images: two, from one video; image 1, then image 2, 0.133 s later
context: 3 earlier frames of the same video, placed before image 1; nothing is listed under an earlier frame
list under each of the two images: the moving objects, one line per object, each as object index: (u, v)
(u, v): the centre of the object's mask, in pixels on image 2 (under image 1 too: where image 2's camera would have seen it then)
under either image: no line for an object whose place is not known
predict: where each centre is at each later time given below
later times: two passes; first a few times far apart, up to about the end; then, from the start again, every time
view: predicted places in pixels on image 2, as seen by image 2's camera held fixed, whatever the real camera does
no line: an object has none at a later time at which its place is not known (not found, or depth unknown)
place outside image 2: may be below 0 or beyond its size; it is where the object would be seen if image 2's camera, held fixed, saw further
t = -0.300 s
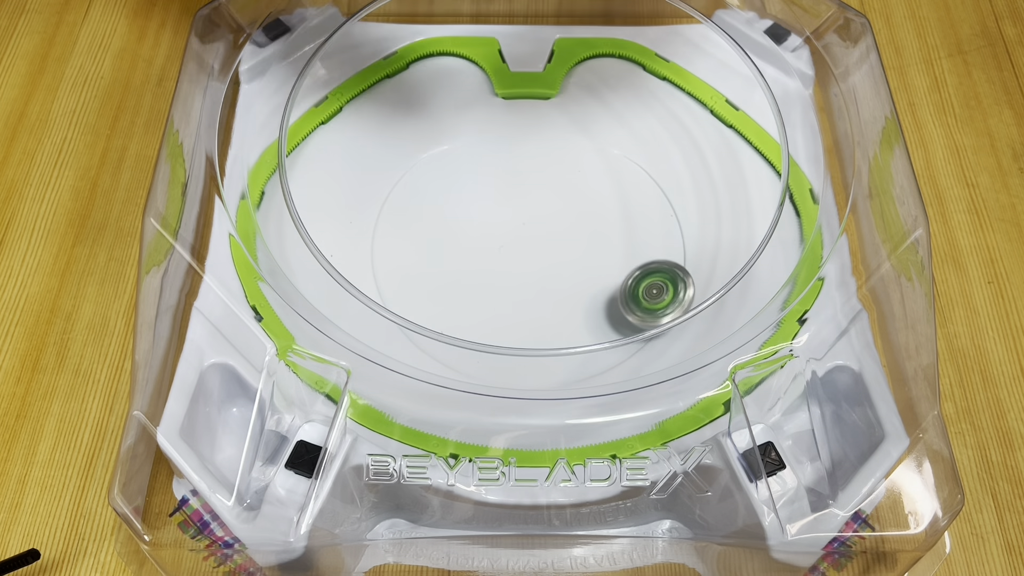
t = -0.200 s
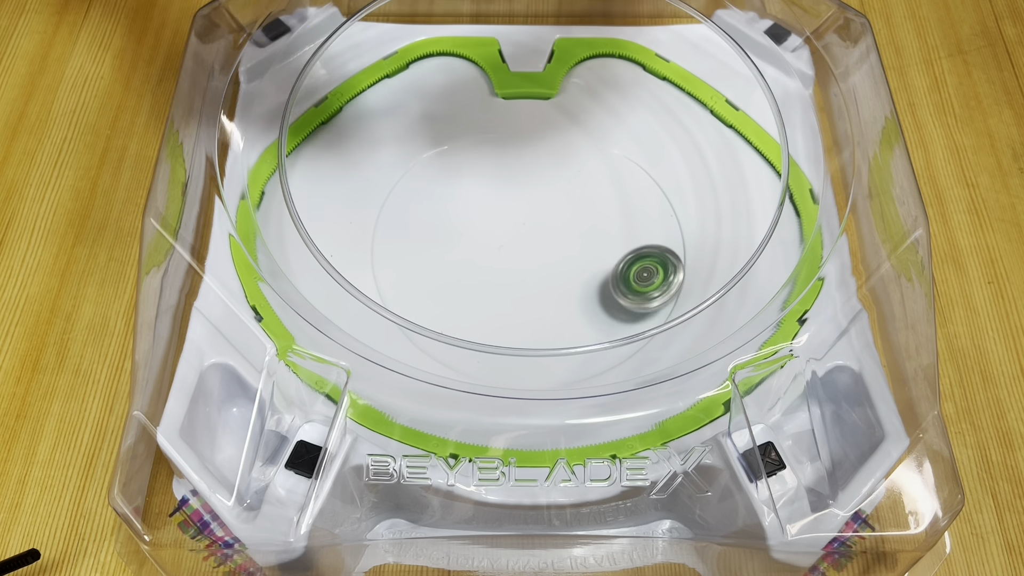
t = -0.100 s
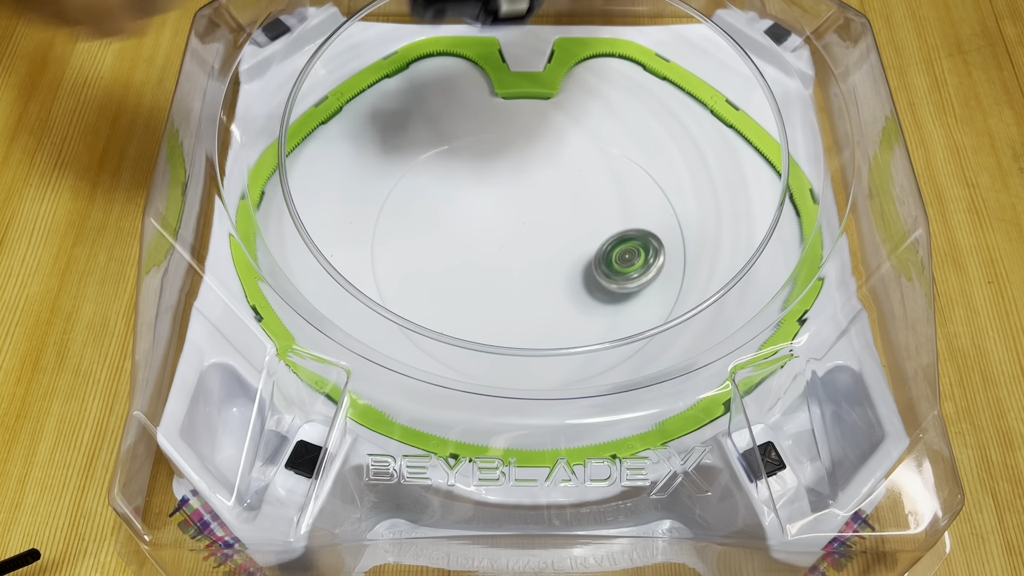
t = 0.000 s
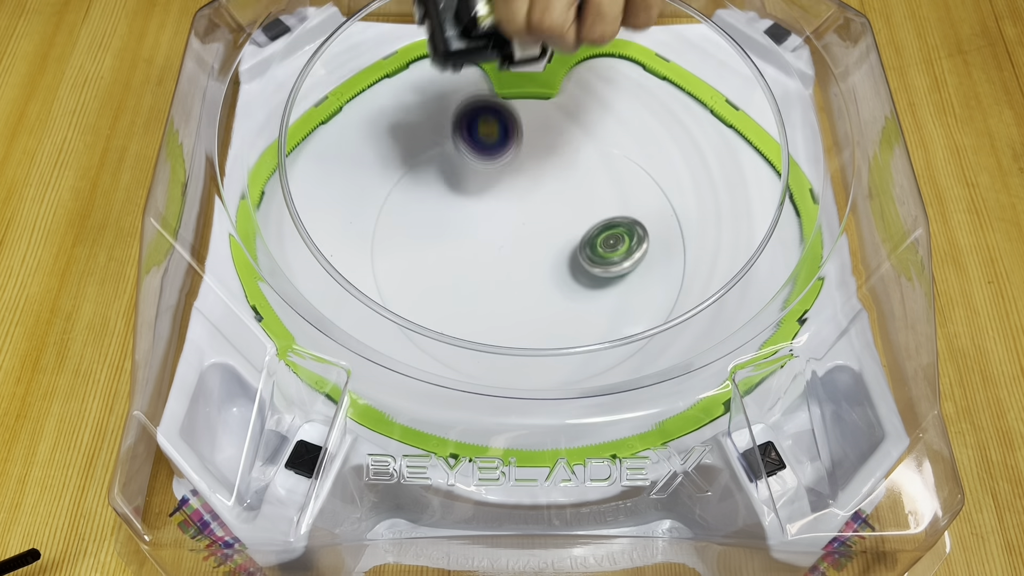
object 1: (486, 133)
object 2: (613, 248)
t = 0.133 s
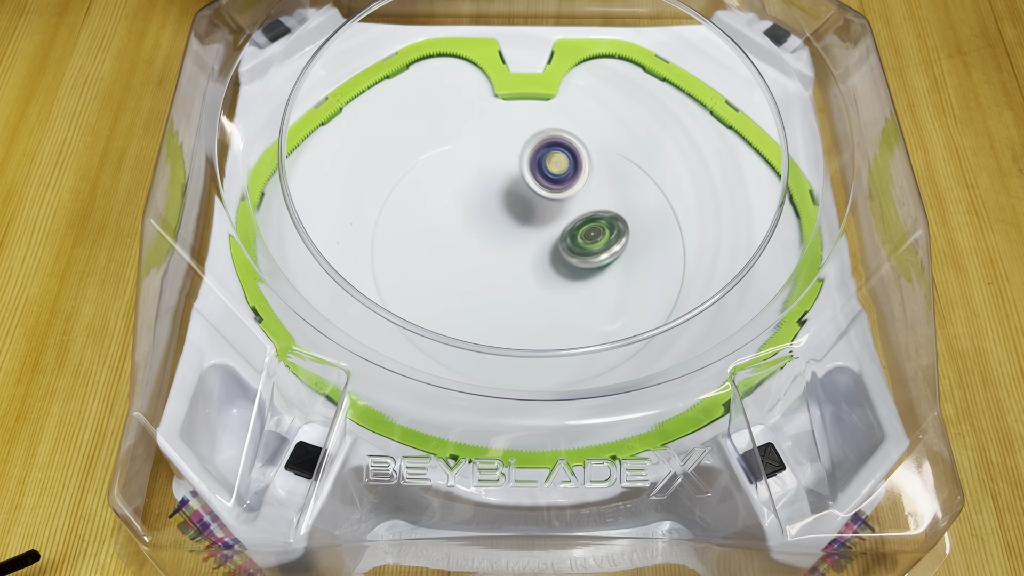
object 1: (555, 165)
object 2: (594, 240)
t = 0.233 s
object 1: (589, 127)
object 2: (581, 299)
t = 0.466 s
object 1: (636, 91)
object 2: (526, 402)
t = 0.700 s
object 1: (641, 192)
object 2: (496, 378)
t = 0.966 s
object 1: (526, 298)
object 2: (467, 352)
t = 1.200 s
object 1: (529, 275)
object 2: (408, 336)
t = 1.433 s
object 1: (635, 191)
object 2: (349, 307)
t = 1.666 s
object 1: (729, 123)
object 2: (283, 250)
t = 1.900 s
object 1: (718, 165)
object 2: (289, 192)
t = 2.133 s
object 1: (779, 229)
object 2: (316, 141)
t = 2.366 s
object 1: (716, 246)
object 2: (349, 114)
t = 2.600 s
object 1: (751, 257)
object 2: (394, 64)
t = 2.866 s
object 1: (761, 252)
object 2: (448, 67)
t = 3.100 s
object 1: (726, 252)
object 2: (480, 80)
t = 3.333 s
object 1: (625, 245)
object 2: (472, 91)
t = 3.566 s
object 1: (501, 299)
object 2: (518, 136)
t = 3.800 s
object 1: (500, 381)
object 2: (571, 234)
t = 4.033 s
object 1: (629, 375)
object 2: (639, 268)
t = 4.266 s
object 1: (629, 263)
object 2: (571, 170)
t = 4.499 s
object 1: (655, 236)
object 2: (401, 332)
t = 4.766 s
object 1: (487, 203)
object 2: (450, 335)
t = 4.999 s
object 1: (428, 114)
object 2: (540, 308)
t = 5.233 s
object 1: (338, 189)
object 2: (573, 268)
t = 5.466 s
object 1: (466, 402)
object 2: (515, 243)
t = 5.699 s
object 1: (786, 230)
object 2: (471, 246)
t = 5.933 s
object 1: (511, 179)
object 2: (473, 250)
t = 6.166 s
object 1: (578, 229)
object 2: (439, 345)
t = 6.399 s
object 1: (566, 182)
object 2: (587, 260)
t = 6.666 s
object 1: (541, 119)
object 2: (543, 186)
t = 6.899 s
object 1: (555, 151)
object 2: (473, 178)
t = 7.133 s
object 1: (587, 199)
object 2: (475, 220)
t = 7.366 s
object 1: (647, 166)
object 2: (539, 223)
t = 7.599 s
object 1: (639, 187)
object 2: (547, 200)
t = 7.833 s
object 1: (620, 224)
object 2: (543, 224)
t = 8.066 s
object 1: (670, 253)
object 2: (524, 247)
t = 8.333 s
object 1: (637, 261)
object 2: (526, 261)
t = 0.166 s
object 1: (573, 184)
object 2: (589, 243)
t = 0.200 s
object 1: (582, 152)
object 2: (586, 266)
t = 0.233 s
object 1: (589, 127)
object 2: (581, 299)
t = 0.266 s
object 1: (595, 114)
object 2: (575, 337)
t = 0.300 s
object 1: (602, 82)
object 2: (567, 350)
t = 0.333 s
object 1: (608, 58)
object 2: (558, 366)
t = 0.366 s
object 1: (613, 43)
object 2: (547, 385)
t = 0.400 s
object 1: (623, 49)
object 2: (541, 390)
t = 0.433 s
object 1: (630, 67)
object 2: (533, 401)
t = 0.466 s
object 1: (636, 91)
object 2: (526, 402)
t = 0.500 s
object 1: (642, 98)
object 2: (520, 402)
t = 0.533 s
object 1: (647, 115)
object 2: (515, 400)
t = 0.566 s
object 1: (650, 130)
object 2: (510, 399)
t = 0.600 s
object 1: (654, 138)
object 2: (505, 389)
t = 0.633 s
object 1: (655, 157)
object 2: (501, 388)
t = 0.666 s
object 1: (649, 172)
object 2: (499, 382)
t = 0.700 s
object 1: (641, 192)
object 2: (496, 378)
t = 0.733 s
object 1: (630, 206)
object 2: (495, 371)
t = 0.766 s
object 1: (618, 224)
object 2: (491, 370)
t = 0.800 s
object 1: (603, 242)
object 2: (488, 370)
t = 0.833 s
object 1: (588, 256)
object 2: (485, 369)
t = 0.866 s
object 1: (572, 269)
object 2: (481, 362)
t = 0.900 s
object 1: (556, 281)
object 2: (477, 359)
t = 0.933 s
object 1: (540, 290)
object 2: (472, 355)
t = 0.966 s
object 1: (526, 298)
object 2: (467, 352)
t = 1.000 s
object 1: (514, 303)
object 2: (461, 349)
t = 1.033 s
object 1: (506, 305)
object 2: (454, 347)
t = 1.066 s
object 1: (502, 305)
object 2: (449, 337)
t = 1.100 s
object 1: (502, 302)
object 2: (437, 341)
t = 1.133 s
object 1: (509, 293)
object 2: (426, 340)
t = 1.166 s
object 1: (518, 285)
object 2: (416, 339)
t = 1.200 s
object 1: (529, 275)
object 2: (408, 336)
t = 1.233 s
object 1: (542, 263)
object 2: (400, 333)
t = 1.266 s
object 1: (555, 251)
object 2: (392, 330)
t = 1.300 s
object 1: (570, 240)
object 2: (384, 327)
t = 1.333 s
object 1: (585, 227)
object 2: (375, 322)
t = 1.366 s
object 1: (601, 214)
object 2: (367, 318)
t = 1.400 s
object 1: (618, 203)
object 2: (358, 313)
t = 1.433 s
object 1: (635, 191)
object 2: (349, 307)
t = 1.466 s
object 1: (652, 179)
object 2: (339, 299)
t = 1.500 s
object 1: (665, 164)
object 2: (330, 291)
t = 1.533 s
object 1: (674, 156)
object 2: (322, 283)
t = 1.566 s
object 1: (687, 146)
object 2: (309, 277)
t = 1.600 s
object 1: (698, 139)
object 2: (297, 269)
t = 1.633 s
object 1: (713, 131)
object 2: (289, 260)
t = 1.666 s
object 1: (729, 123)
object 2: (283, 250)
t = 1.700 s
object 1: (735, 121)
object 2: (277, 240)
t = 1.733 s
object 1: (726, 126)
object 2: (278, 225)
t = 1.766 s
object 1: (719, 132)
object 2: (273, 212)
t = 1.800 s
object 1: (714, 139)
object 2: (262, 201)
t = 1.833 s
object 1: (713, 146)
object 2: (272, 194)
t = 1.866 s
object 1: (713, 156)
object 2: (281, 194)
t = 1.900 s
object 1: (718, 165)
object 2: (289, 192)
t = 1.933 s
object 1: (726, 177)
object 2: (296, 188)
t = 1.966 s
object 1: (737, 188)
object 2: (301, 183)
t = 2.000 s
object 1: (750, 201)
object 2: (311, 176)
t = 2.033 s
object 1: (770, 213)
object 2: (312, 169)
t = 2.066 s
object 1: (790, 226)
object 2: (309, 160)
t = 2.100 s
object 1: (795, 226)
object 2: (315, 151)
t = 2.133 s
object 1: (779, 229)
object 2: (316, 141)
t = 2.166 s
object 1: (766, 236)
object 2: (319, 131)
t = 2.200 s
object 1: (756, 236)
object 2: (321, 121)
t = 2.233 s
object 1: (744, 239)
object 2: (325, 117)
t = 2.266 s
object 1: (735, 241)
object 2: (332, 118)
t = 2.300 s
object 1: (726, 243)
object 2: (338, 119)
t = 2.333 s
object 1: (719, 246)
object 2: (343, 117)
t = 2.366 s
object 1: (716, 246)
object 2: (349, 114)
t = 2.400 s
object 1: (714, 247)
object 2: (354, 110)
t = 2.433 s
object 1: (715, 248)
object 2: (359, 105)
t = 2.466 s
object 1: (716, 251)
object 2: (363, 98)
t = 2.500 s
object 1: (721, 252)
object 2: (369, 90)
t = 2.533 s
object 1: (729, 252)
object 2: (376, 81)
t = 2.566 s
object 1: (739, 253)
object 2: (385, 72)
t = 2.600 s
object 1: (751, 257)
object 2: (394, 64)
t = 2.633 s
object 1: (763, 261)
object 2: (404, 58)
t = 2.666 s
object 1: (781, 268)
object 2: (415, 55)
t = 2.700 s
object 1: (786, 265)
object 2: (424, 51)
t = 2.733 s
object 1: (775, 260)
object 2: (433, 47)
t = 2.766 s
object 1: (768, 254)
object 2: (440, 44)
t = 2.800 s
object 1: (764, 251)
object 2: (443, 53)
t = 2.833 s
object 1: (762, 250)
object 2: (445, 61)
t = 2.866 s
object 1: (761, 252)
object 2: (448, 67)
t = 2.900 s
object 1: (761, 256)
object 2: (450, 72)
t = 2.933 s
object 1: (764, 265)
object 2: (454, 75)
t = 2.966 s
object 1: (771, 279)
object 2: (458, 77)
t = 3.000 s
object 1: (779, 289)
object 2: (463, 79)
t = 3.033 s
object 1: (758, 273)
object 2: (468, 80)
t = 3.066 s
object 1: (744, 263)
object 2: (475, 80)
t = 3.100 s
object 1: (726, 252)
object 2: (480, 80)
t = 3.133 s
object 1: (714, 246)
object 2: (485, 79)
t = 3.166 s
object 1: (702, 243)
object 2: (482, 79)
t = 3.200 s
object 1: (690, 242)
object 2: (478, 80)
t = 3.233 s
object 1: (677, 244)
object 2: (474, 84)
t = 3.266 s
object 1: (660, 246)
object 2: (473, 86)
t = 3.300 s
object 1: (642, 246)
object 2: (472, 89)
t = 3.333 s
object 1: (625, 245)
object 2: (472, 91)
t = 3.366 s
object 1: (606, 245)
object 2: (473, 94)
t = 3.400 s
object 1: (586, 249)
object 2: (476, 98)
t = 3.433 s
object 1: (565, 255)
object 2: (481, 102)
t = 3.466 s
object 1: (545, 264)
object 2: (489, 109)
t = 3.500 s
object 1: (534, 271)
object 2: (495, 112)
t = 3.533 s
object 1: (516, 284)
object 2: (506, 123)
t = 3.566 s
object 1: (501, 299)
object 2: (518, 136)
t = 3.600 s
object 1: (488, 314)
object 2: (527, 152)
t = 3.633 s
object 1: (478, 333)
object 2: (536, 168)
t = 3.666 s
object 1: (476, 351)
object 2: (543, 183)
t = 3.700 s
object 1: (482, 353)
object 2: (550, 198)
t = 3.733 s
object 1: (489, 358)
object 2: (556, 211)
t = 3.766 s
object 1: (497, 362)
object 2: (563, 224)
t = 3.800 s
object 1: (500, 381)
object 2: (571, 234)
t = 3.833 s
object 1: (512, 384)
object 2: (578, 243)
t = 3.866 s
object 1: (526, 386)
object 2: (586, 251)
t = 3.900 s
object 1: (537, 393)
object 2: (596, 256)
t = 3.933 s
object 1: (549, 402)
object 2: (605, 261)
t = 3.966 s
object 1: (557, 415)
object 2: (616, 264)
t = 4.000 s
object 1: (587, 404)
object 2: (628, 266)
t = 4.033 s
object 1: (629, 375)
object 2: (639, 268)
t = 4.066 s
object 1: (661, 344)
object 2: (648, 268)
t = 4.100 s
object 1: (690, 325)
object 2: (655, 265)
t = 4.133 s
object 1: (720, 379)
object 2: (648, 170)
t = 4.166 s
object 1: (707, 306)
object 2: (641, 88)
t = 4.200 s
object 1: (684, 273)
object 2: (604, 42)
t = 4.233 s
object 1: (656, 264)
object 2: (569, 93)
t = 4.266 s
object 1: (629, 263)
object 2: (571, 170)
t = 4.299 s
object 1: (616, 228)
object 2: (552, 225)
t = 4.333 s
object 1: (626, 201)
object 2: (515, 256)
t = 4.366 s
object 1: (637, 182)
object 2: (479, 285)
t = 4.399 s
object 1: (646, 174)
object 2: (448, 304)
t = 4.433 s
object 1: (652, 179)
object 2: (421, 323)
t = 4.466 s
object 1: (655, 199)
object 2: (408, 331)
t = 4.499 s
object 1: (655, 236)
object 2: (401, 332)
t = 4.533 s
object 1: (651, 284)
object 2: (398, 337)
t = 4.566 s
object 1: (624, 282)
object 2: (396, 342)
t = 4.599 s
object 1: (592, 268)
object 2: (403, 337)
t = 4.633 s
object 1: (562, 267)
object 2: (410, 338)
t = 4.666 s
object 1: (535, 274)
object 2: (416, 337)
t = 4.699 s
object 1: (516, 263)
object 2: (425, 337)
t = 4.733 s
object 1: (501, 228)
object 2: (436, 340)
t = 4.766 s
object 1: (487, 203)
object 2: (450, 335)
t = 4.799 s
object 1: (474, 182)
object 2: (462, 333)
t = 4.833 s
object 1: (464, 157)
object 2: (477, 322)
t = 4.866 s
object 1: (454, 144)
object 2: (490, 322)
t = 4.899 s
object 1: (446, 128)
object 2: (504, 320)
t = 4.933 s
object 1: (439, 119)
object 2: (518, 317)
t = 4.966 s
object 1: (433, 114)
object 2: (530, 313)
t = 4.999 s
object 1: (428, 114)
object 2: (540, 308)
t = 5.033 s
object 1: (421, 118)
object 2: (551, 302)
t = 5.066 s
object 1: (413, 122)
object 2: (558, 296)
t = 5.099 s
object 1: (403, 131)
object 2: (566, 288)
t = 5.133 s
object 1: (391, 142)
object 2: (572, 283)
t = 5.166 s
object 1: (376, 157)
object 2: (574, 277)
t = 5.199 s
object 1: (359, 173)
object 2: (575, 273)
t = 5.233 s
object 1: (338, 189)
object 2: (573, 268)
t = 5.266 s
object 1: (321, 204)
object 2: (568, 263)
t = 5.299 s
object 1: (291, 222)
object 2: (563, 258)
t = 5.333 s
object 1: (261, 245)
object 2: (554, 254)
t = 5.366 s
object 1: (298, 283)
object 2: (546, 250)
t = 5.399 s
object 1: (355, 329)
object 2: (536, 247)
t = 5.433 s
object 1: (411, 365)
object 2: (525, 245)
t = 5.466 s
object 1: (466, 402)
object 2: (515, 243)
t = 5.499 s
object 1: (524, 412)
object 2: (504, 242)
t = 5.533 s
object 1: (590, 383)
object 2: (495, 240)
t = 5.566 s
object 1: (648, 349)
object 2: (488, 239)
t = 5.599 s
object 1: (696, 320)
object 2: (481, 241)
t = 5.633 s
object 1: (735, 289)
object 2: (477, 242)
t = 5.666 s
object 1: (763, 260)
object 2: (474, 244)
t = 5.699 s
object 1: (786, 230)
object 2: (471, 246)
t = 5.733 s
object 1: (801, 200)
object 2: (471, 249)
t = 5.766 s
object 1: (753, 142)
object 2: (472, 251)
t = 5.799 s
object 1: (694, 78)
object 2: (470, 252)
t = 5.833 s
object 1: (606, 36)
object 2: (470, 252)
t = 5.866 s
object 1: (569, 68)
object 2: (471, 252)
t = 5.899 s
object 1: (541, 117)
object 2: (471, 251)
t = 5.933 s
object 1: (511, 179)
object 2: (473, 250)
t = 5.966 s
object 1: (510, 206)
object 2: (453, 271)
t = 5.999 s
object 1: (522, 200)
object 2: (420, 308)
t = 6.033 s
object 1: (534, 204)
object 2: (397, 328)
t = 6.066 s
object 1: (545, 218)
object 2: (376, 353)
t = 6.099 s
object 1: (555, 232)
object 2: (370, 374)
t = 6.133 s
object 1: (568, 229)
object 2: (403, 357)
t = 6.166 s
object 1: (578, 229)
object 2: (439, 345)
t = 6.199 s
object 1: (584, 219)
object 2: (465, 329)
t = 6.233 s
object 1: (588, 213)
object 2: (492, 316)
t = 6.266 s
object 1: (589, 210)
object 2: (517, 306)
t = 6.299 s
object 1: (585, 198)
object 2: (541, 294)
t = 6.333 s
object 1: (578, 196)
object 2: (562, 282)
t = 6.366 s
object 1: (572, 193)
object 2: (577, 271)
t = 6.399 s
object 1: (566, 182)
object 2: (587, 260)
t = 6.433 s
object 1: (558, 179)
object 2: (591, 250)
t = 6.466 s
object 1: (554, 174)
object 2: (590, 240)
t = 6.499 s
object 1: (551, 167)
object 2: (586, 232)
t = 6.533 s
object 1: (548, 157)
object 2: (579, 223)
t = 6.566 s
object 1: (546, 148)
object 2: (570, 213)
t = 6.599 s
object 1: (543, 139)
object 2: (561, 203)
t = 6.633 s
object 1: (541, 131)
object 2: (552, 194)
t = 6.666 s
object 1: (541, 119)
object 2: (543, 186)
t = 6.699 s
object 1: (542, 106)
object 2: (534, 181)
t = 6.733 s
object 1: (545, 93)
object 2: (525, 177)
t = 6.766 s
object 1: (552, 83)
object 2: (514, 174)
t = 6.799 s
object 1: (555, 100)
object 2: (503, 174)
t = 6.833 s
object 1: (556, 119)
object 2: (492, 174)
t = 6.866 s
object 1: (556, 136)
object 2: (482, 176)
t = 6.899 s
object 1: (555, 151)
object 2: (473, 178)
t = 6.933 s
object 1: (555, 163)
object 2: (467, 183)
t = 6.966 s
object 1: (554, 175)
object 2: (462, 189)
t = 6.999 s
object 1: (556, 182)
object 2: (459, 196)
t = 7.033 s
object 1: (560, 191)
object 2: (459, 202)
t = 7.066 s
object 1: (568, 196)
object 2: (462, 208)
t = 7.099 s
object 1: (576, 199)
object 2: (468, 214)
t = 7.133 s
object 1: (587, 199)
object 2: (475, 220)
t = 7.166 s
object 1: (600, 198)
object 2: (484, 224)
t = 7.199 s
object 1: (615, 195)
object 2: (493, 228)
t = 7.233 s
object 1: (629, 188)
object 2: (503, 229)
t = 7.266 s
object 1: (643, 181)
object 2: (512, 229)
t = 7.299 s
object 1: (652, 176)
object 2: (521, 229)
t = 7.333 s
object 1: (656, 169)
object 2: (530, 226)
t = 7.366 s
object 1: (647, 166)
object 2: (539, 223)
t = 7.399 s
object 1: (637, 169)
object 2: (549, 219)
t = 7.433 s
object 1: (632, 169)
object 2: (557, 215)
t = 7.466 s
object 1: (630, 173)
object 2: (562, 211)
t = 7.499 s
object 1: (632, 176)
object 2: (562, 208)
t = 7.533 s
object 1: (636, 180)
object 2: (556, 205)
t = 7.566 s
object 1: (638, 183)
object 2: (551, 201)
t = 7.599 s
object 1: (639, 187)
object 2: (547, 200)
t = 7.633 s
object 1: (640, 191)
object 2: (544, 199)
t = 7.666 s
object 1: (640, 196)
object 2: (544, 201)
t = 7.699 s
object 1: (638, 200)
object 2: (544, 204)
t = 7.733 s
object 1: (633, 206)
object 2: (543, 210)
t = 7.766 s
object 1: (629, 210)
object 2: (543, 215)
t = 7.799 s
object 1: (624, 217)
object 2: (543, 220)
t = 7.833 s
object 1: (620, 224)
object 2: (543, 224)
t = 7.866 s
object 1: (618, 231)
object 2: (544, 228)
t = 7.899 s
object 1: (629, 238)
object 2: (533, 228)
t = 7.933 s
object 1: (641, 244)
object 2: (526, 228)
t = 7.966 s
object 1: (650, 247)
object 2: (522, 230)
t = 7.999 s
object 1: (659, 249)
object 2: (521, 234)
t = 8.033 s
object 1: (665, 252)
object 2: (523, 239)
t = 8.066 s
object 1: (670, 253)
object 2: (524, 247)
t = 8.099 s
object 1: (673, 256)
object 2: (522, 255)
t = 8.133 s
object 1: (672, 257)
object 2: (520, 261)
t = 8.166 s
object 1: (670, 259)
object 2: (517, 266)
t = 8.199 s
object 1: (667, 261)
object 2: (515, 268)
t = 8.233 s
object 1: (663, 261)
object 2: (515, 268)
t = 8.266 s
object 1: (656, 260)
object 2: (517, 266)
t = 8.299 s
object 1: (648, 260)
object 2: (521, 263)
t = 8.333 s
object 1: (637, 261)
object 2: (526, 261)
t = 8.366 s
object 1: (624, 261)
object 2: (533, 260)
